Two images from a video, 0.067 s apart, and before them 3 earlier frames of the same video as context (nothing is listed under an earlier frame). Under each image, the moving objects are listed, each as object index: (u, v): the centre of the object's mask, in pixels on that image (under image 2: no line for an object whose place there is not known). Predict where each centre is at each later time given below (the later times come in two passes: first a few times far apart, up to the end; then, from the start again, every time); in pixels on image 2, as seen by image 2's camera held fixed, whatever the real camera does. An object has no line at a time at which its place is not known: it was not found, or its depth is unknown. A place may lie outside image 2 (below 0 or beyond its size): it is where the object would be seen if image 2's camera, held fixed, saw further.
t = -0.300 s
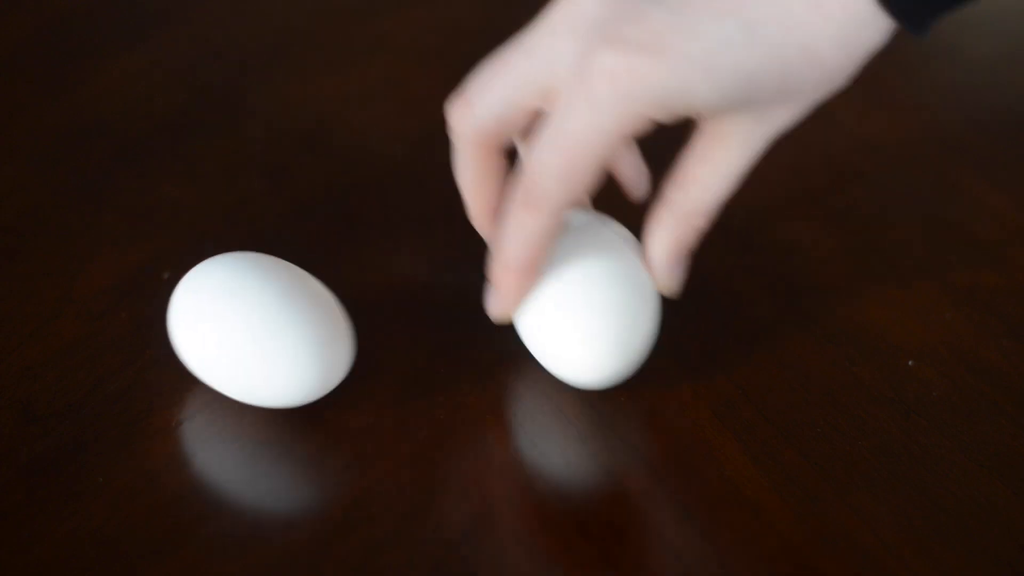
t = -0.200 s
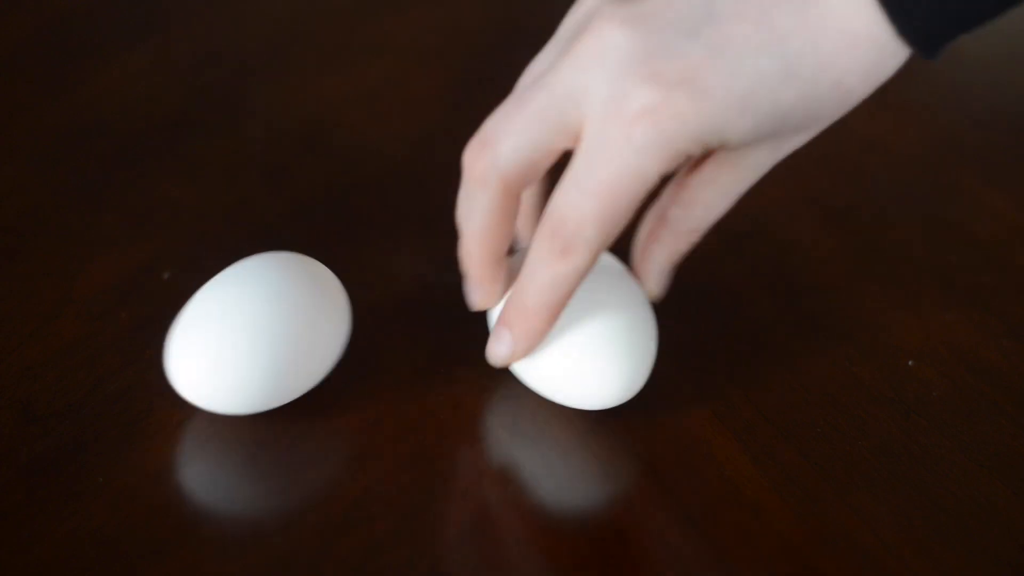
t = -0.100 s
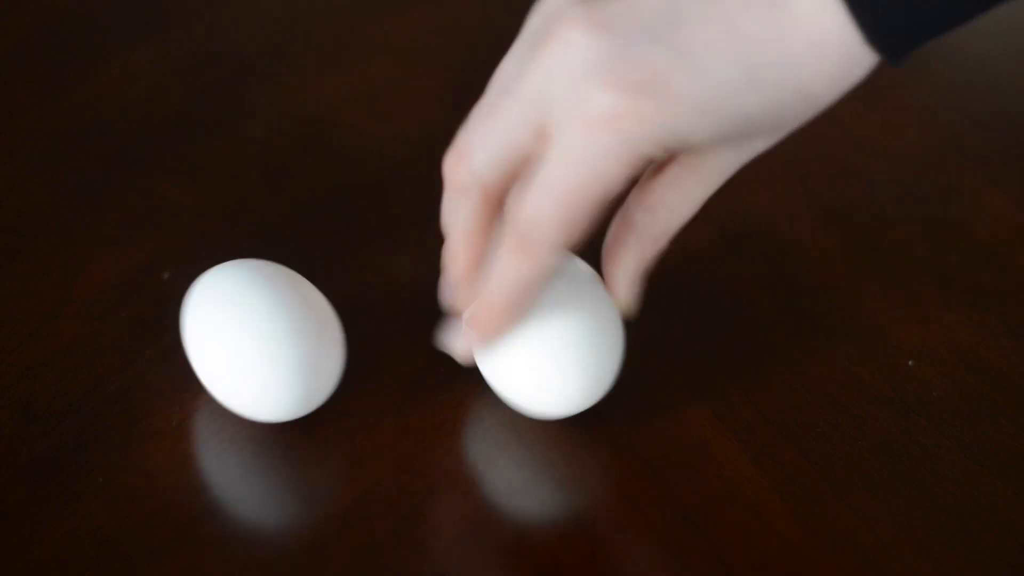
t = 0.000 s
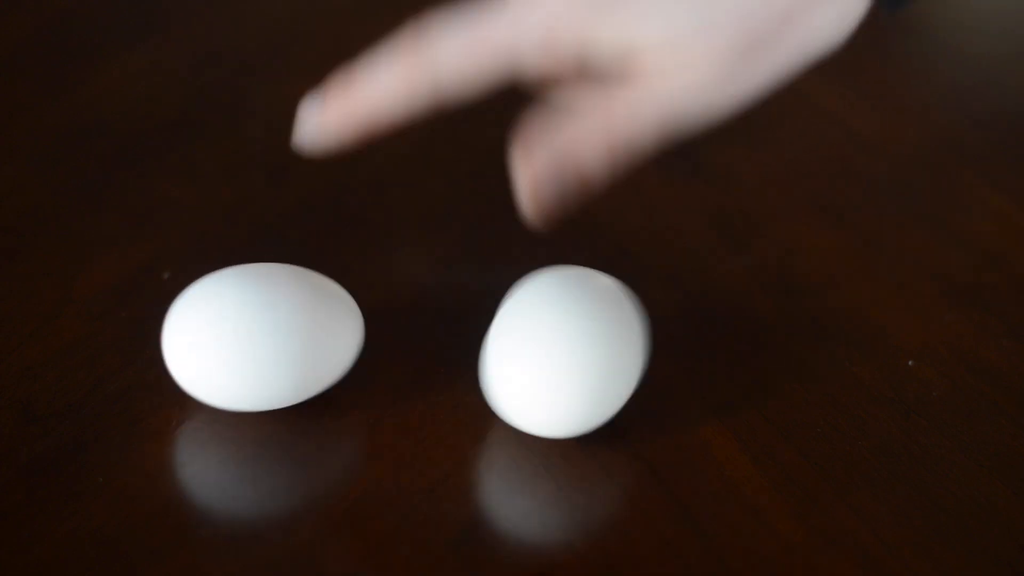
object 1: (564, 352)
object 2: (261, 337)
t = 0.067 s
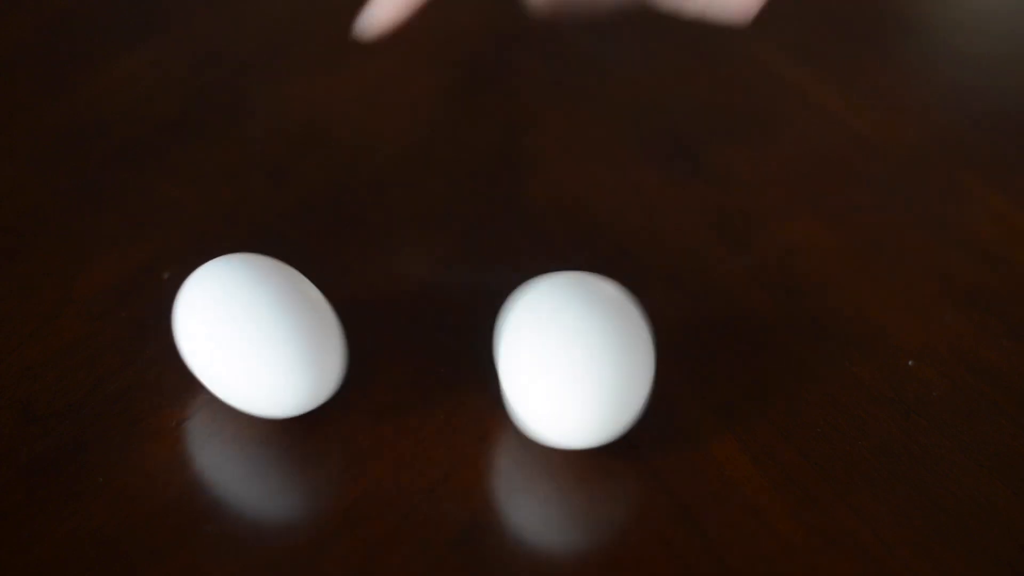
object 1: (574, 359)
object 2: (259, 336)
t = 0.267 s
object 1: (612, 378)
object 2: (254, 341)
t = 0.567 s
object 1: (661, 379)
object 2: (257, 340)
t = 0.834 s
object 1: (672, 357)
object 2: (248, 337)
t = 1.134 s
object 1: (639, 327)
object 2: (246, 342)
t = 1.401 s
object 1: (580, 313)
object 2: (243, 343)
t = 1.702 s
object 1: (492, 326)
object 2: (242, 342)
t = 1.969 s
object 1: (447, 371)
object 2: (240, 342)
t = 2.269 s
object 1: (440, 431)
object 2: (241, 343)
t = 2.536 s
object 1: (485, 473)
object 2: (238, 346)
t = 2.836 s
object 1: (547, 480)
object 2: (234, 341)
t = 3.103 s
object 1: (581, 464)
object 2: (231, 338)
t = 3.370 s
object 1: (570, 430)
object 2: (235, 342)
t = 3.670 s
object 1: (506, 410)
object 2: (227, 342)
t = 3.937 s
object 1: (438, 422)
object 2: (223, 346)
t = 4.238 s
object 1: (395, 472)
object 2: (223, 347)
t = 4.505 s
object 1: (403, 510)
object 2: (218, 347)
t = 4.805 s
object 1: (461, 527)
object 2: (232, 350)
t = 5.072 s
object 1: (523, 533)
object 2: (228, 347)
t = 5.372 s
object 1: (547, 520)
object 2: (220, 346)
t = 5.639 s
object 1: (524, 510)
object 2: (214, 345)
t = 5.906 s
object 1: (472, 512)
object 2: (211, 346)
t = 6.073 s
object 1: (447, 523)
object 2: (213, 340)
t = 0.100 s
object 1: (583, 363)
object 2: (257, 336)
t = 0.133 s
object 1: (586, 368)
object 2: (255, 337)
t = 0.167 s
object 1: (593, 370)
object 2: (254, 337)
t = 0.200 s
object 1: (598, 373)
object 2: (255, 337)
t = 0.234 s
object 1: (604, 374)
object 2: (256, 338)
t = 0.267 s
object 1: (612, 378)
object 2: (254, 341)
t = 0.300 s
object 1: (616, 381)
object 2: (250, 341)
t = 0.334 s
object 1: (624, 382)
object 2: (250, 340)
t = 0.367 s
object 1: (628, 383)
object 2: (251, 339)
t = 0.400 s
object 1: (636, 383)
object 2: (252, 339)
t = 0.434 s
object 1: (642, 384)
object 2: (253, 339)
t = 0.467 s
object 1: (646, 384)
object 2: (254, 340)
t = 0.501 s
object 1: (652, 382)
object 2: (254, 340)
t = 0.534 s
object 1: (655, 380)
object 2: (255, 340)
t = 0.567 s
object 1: (661, 379)
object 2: (257, 340)
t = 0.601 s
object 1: (665, 378)
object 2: (258, 341)
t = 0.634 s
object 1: (666, 375)
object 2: (254, 342)
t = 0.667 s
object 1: (669, 372)
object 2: (249, 340)
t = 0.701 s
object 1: (670, 369)
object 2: (248, 338)
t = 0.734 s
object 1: (672, 366)
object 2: (248, 337)
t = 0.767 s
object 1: (673, 365)
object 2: (249, 337)
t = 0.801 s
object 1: (670, 361)
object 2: (248, 336)
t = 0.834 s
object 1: (672, 357)
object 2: (248, 337)
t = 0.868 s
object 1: (669, 354)
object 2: (246, 338)
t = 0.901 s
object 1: (669, 350)
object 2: (246, 338)
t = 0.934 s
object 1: (666, 350)
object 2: (247, 339)
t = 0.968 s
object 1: (662, 343)
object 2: (247, 340)
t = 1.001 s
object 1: (661, 340)
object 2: (245, 342)
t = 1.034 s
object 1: (654, 336)
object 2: (243, 342)
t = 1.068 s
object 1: (652, 334)
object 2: (244, 341)
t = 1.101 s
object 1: (644, 334)
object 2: (246, 341)
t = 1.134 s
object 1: (639, 327)
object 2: (246, 342)
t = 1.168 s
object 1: (635, 325)
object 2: (246, 342)
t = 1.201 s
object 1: (625, 321)
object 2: (247, 342)
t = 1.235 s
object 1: (622, 321)
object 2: (248, 342)
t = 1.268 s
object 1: (609, 320)
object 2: (249, 342)
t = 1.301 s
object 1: (604, 315)
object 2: (250, 342)
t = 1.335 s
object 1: (596, 315)
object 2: (250, 343)
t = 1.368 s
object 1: (585, 312)
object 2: (247, 345)
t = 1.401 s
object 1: (580, 313)
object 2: (243, 343)
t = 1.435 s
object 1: (563, 314)
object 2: (241, 341)
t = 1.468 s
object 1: (558, 312)
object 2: (242, 340)
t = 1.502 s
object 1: (546, 314)
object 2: (241, 340)
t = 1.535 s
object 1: (537, 313)
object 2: (241, 339)
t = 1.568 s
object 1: (532, 317)
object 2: (241, 339)
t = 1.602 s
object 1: (515, 318)
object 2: (241, 340)
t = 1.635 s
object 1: (512, 320)
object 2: (241, 341)
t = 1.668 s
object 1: (498, 325)
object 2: (241, 342)
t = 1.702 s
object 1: (492, 326)
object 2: (242, 342)
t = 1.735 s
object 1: (486, 333)
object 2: (241, 345)
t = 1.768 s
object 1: (473, 336)
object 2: (238, 347)
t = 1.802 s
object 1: (472, 340)
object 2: (237, 345)
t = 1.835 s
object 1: (460, 347)
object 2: (238, 344)
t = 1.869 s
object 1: (458, 351)
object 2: (240, 344)
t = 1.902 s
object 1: (453, 360)
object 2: (241, 343)
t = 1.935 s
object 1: (446, 365)
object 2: (240, 342)
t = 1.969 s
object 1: (447, 371)
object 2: (240, 342)
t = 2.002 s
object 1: (440, 379)
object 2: (239, 343)
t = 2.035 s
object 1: (442, 383)
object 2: (239, 343)
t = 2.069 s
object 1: (439, 393)
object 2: (240, 343)
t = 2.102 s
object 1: (436, 398)
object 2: (241, 344)
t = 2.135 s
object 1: (438, 405)
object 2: (240, 346)
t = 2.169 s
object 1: (435, 411)
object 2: (238, 346)
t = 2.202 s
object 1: (439, 417)
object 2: (237, 345)
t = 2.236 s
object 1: (439, 427)
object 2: (239, 344)
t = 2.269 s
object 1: (440, 431)
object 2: (241, 343)
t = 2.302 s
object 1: (445, 438)
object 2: (241, 342)
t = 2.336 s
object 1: (446, 444)
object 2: (240, 342)
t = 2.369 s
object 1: (453, 449)
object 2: (239, 342)
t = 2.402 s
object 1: (457, 457)
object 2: (238, 342)
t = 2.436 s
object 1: (463, 461)
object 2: (238, 342)
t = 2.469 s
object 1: (470, 466)
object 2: (239, 342)
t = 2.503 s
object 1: (474, 469)
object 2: (239, 344)
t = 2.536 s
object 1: (485, 473)
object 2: (238, 346)
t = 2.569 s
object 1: (491, 477)
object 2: (236, 345)
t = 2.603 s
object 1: (498, 478)
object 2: (235, 343)
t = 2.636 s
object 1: (507, 481)
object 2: (237, 342)
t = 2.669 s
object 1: (512, 480)
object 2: (237, 342)
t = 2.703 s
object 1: (521, 483)
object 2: (237, 341)
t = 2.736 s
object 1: (527, 483)
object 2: (236, 341)
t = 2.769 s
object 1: (534, 482)
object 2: (236, 341)
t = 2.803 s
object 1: (541, 483)
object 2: (235, 342)
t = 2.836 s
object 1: (547, 480)
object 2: (234, 341)
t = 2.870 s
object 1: (554, 480)
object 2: (235, 341)
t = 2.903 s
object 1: (560, 479)
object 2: (237, 342)
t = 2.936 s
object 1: (563, 478)
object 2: (237, 343)
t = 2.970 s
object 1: (568, 474)
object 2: (235, 343)
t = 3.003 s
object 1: (572, 471)
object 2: (232, 342)
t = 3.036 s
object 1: (576, 468)
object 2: (230, 340)
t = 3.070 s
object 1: (579, 465)
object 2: (231, 339)
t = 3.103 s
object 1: (581, 464)
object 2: (231, 338)
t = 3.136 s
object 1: (581, 458)
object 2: (231, 338)
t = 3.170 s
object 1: (583, 454)
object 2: (232, 337)
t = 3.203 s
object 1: (583, 450)
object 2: (233, 337)
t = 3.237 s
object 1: (582, 445)
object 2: (234, 338)
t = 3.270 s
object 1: (581, 444)
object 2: (234, 339)
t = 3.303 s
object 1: (574, 439)
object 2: (235, 339)
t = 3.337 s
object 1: (574, 434)
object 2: (236, 341)
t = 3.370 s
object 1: (570, 430)
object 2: (235, 342)
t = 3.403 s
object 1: (563, 426)
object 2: (232, 344)
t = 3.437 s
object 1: (562, 424)
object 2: (228, 343)
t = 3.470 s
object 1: (551, 423)
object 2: (227, 342)
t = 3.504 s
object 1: (546, 417)
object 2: (228, 341)
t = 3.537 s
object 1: (541, 416)
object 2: (229, 341)
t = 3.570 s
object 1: (530, 414)
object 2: (229, 342)
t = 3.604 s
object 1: (527, 412)
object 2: (228, 342)
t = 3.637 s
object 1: (517, 414)
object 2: (228, 342)
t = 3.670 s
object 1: (506, 410)
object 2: (227, 342)
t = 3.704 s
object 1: (502, 410)
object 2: (227, 343)
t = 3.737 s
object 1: (490, 411)
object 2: (227, 344)
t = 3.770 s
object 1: (483, 410)
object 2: (229, 345)
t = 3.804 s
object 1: (478, 413)
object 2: (230, 346)
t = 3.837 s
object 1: (462, 414)
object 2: (229, 347)
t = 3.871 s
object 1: (459, 415)
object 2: (225, 348)
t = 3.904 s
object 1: (448, 420)
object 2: (223, 347)
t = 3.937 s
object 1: (438, 422)
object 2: (223, 346)
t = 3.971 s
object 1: (436, 426)
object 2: (224, 345)
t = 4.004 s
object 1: (423, 433)
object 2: (225, 345)
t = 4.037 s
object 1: (419, 434)
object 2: (225, 344)
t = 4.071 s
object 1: (414, 441)
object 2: (224, 344)
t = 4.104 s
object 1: (404, 447)
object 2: (224, 344)
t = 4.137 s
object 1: (404, 451)
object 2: (223, 345)
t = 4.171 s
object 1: (399, 461)
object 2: (223, 345)
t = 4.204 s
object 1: (393, 466)
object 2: (223, 345)
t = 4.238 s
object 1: (395, 472)
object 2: (223, 347)
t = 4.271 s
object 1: (390, 479)
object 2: (223, 349)
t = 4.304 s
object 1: (391, 484)
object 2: (221, 350)
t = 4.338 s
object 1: (392, 491)
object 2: (218, 350)
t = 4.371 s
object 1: (389, 494)
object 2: (216, 349)
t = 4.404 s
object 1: (394, 500)
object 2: (216, 348)
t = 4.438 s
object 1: (392, 501)
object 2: (218, 348)
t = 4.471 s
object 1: (399, 502)
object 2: (219, 348)
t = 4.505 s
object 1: (403, 510)
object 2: (218, 347)
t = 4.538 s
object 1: (402, 511)
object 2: (218, 347)
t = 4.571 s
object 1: (412, 514)
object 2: (218, 347)
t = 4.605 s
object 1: (412, 519)
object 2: (216, 347)
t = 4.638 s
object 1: (415, 516)
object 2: (216, 347)
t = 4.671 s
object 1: (449, 520)
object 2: (236, 346)
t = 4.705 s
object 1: (445, 525)
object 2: (237, 346)
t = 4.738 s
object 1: (455, 522)
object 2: (238, 348)
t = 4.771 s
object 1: (468, 528)
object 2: (236, 350)
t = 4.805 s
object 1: (461, 527)
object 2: (232, 350)
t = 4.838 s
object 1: (481, 524)
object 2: (230, 349)
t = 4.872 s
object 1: (489, 531)
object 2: (229, 347)
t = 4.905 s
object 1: (483, 530)
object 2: (229, 346)
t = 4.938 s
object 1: (505, 529)
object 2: (229, 346)
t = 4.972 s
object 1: (506, 533)
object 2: (229, 346)
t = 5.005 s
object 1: (504, 529)
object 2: (229, 346)
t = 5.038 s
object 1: (527, 529)
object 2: (229, 346)
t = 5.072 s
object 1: (523, 533)
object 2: (228, 347)
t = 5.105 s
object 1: (524, 528)
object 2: (228, 347)
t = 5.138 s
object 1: (542, 529)
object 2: (227, 347)
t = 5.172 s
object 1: (535, 530)
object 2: (229, 346)
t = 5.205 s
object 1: (540, 523)
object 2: (230, 347)
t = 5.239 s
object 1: (553, 526)
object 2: (231, 348)
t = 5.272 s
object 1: (546, 526)
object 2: (229, 349)
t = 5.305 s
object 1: (550, 521)
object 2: (225, 349)
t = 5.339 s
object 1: (555, 523)
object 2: (221, 348)
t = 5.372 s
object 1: (547, 520)
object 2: (220, 346)
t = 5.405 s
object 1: (552, 515)
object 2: (219, 345)
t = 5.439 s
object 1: (552, 518)
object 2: (219, 344)
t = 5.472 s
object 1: (546, 515)
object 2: (219, 343)
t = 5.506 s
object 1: (545, 512)
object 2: (219, 343)
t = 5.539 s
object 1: (540, 513)
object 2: (218, 343)
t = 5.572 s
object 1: (533, 510)
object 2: (217, 344)
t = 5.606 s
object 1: (530, 507)
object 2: (215, 345)
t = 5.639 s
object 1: (524, 510)
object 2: (214, 345)
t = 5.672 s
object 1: (518, 509)
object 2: (213, 345)
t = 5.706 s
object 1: (510, 508)
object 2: (214, 345)
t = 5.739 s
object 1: (504, 509)
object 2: (216, 346)
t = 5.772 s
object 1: (497, 508)
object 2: (216, 347)
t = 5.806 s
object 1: (492, 507)
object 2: (214, 349)
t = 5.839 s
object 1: (486, 511)
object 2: (211, 349)
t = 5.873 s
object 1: (479, 511)
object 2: (210, 348)
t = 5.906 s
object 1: (472, 512)
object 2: (211, 346)
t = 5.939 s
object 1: (467, 516)
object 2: (212, 344)
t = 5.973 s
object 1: (458, 515)
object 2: (213, 343)
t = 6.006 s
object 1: (461, 516)
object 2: (214, 342)
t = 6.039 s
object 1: (456, 522)
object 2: (213, 340)
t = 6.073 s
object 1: (447, 523)
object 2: (213, 340)
